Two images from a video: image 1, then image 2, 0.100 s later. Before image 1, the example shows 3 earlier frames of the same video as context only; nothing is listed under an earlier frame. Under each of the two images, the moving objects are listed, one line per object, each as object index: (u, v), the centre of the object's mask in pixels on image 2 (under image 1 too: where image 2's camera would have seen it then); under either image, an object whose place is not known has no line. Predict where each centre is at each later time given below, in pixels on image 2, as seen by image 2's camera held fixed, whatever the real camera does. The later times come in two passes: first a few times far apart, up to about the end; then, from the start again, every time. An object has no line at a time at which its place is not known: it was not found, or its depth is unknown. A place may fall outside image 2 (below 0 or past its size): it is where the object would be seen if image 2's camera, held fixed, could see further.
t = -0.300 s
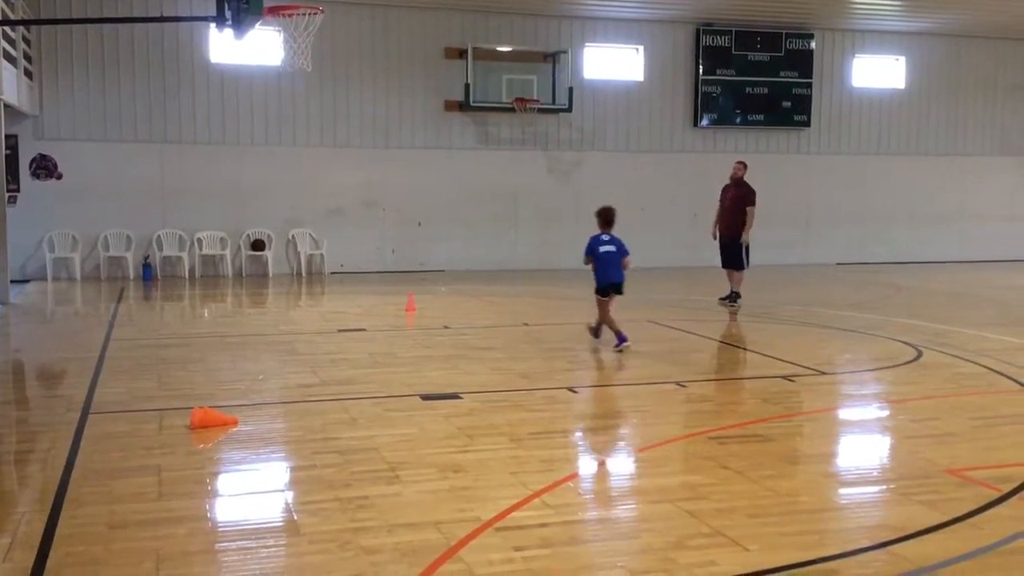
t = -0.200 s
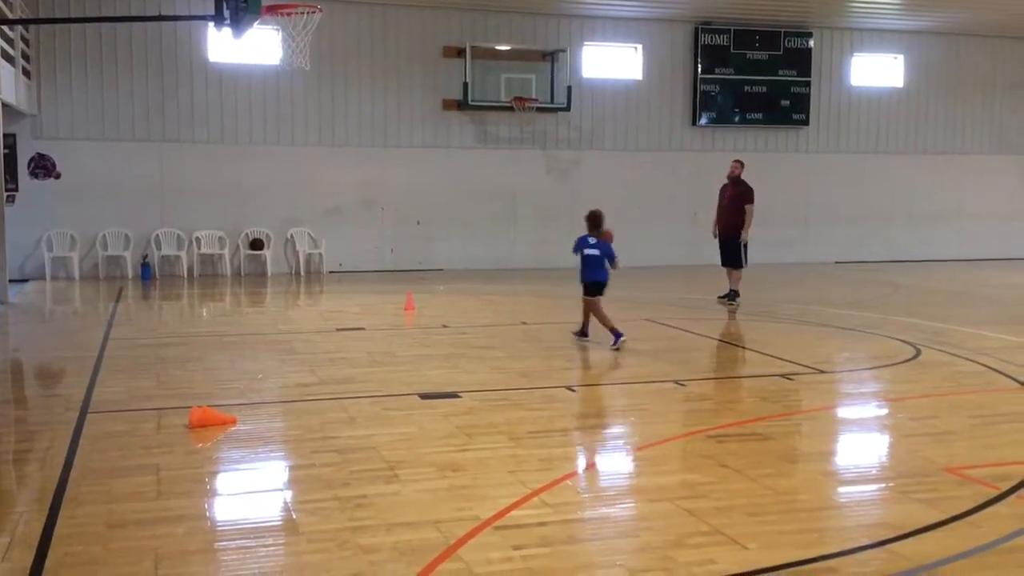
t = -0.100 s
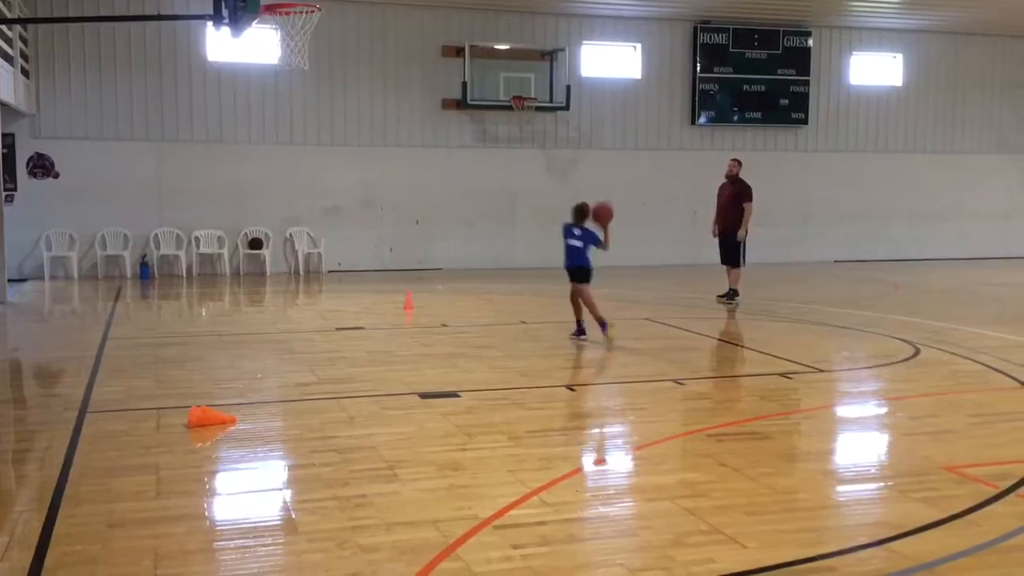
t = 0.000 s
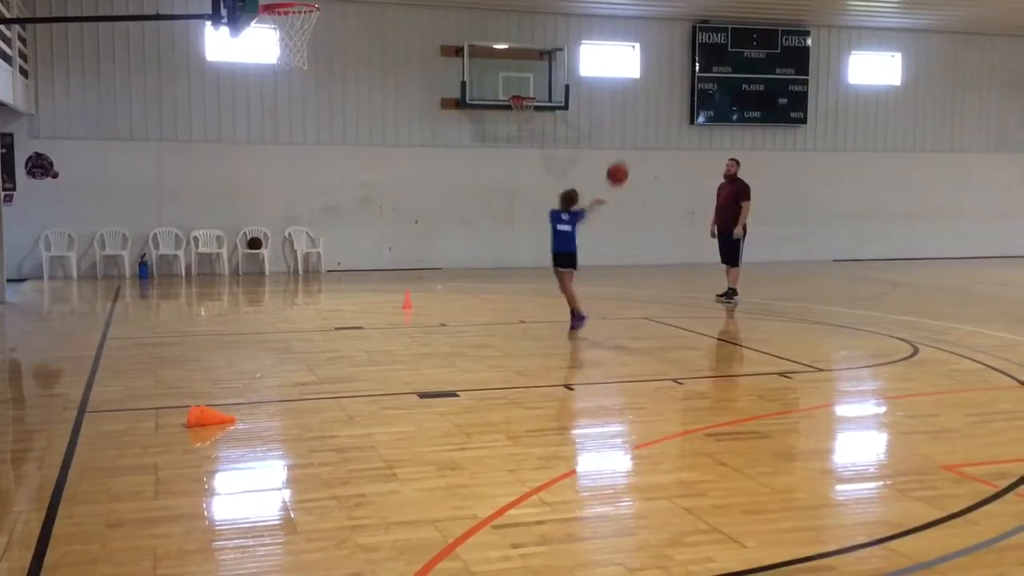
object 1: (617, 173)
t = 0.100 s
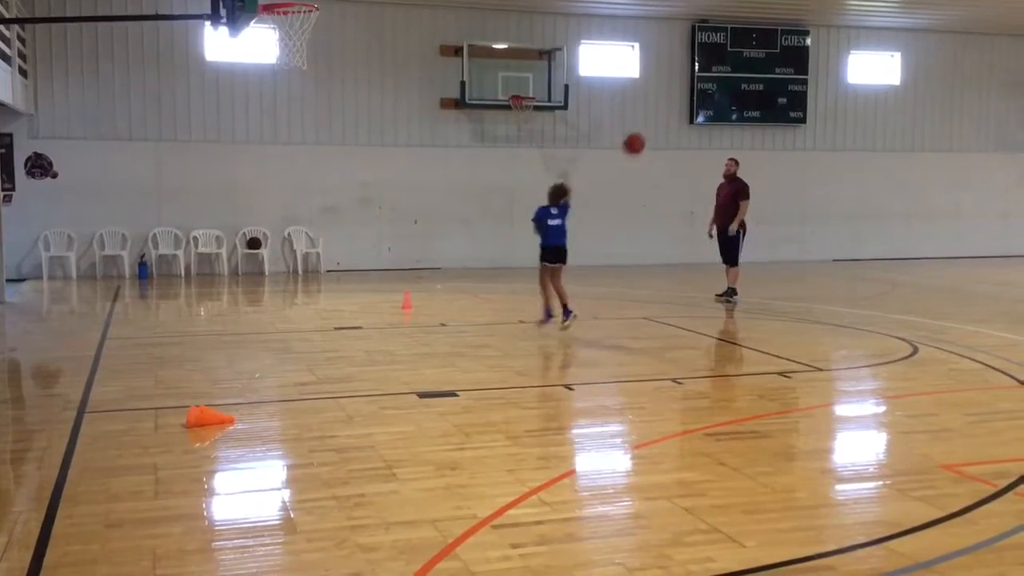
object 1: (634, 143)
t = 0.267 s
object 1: (661, 116)
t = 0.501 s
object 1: (694, 121)
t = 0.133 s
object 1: (639, 136)
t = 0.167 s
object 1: (645, 129)
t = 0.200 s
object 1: (650, 124)
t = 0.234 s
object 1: (655, 119)
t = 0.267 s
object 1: (661, 116)
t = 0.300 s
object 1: (666, 114)
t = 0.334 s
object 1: (671, 113)
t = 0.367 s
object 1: (676, 112)
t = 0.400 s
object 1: (680, 113)
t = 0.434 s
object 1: (684, 114)
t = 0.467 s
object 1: (689, 117)
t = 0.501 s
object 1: (694, 121)
